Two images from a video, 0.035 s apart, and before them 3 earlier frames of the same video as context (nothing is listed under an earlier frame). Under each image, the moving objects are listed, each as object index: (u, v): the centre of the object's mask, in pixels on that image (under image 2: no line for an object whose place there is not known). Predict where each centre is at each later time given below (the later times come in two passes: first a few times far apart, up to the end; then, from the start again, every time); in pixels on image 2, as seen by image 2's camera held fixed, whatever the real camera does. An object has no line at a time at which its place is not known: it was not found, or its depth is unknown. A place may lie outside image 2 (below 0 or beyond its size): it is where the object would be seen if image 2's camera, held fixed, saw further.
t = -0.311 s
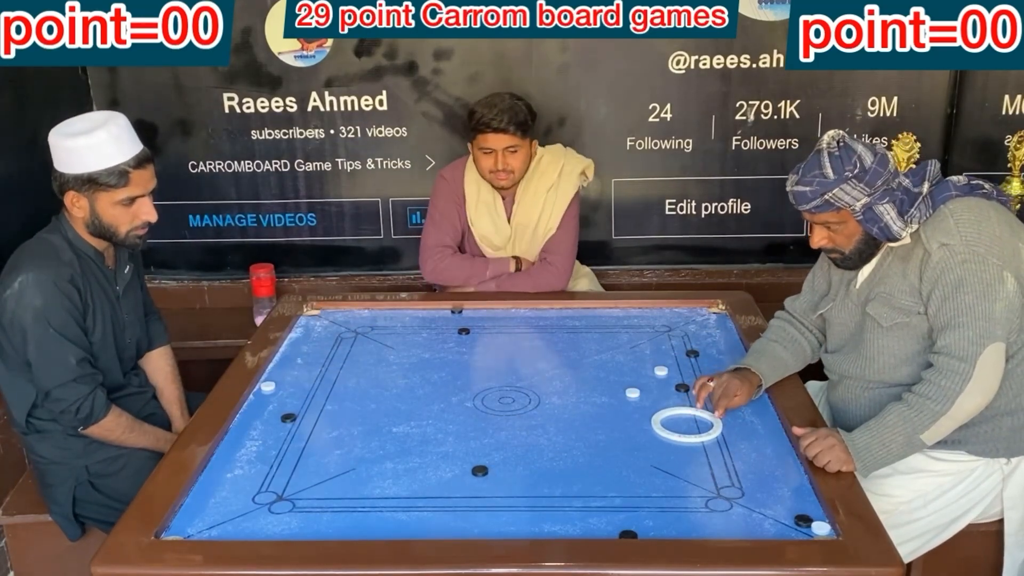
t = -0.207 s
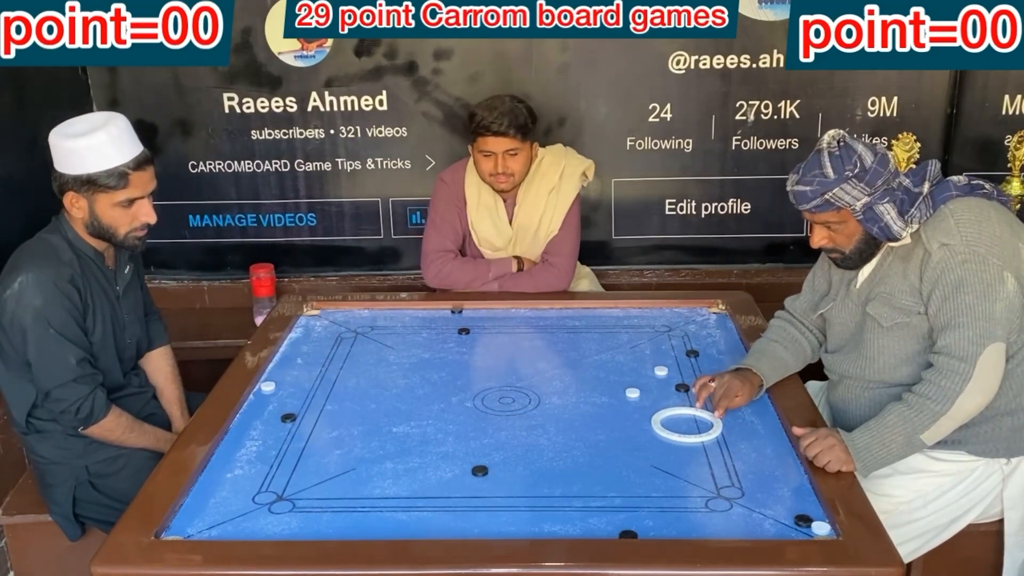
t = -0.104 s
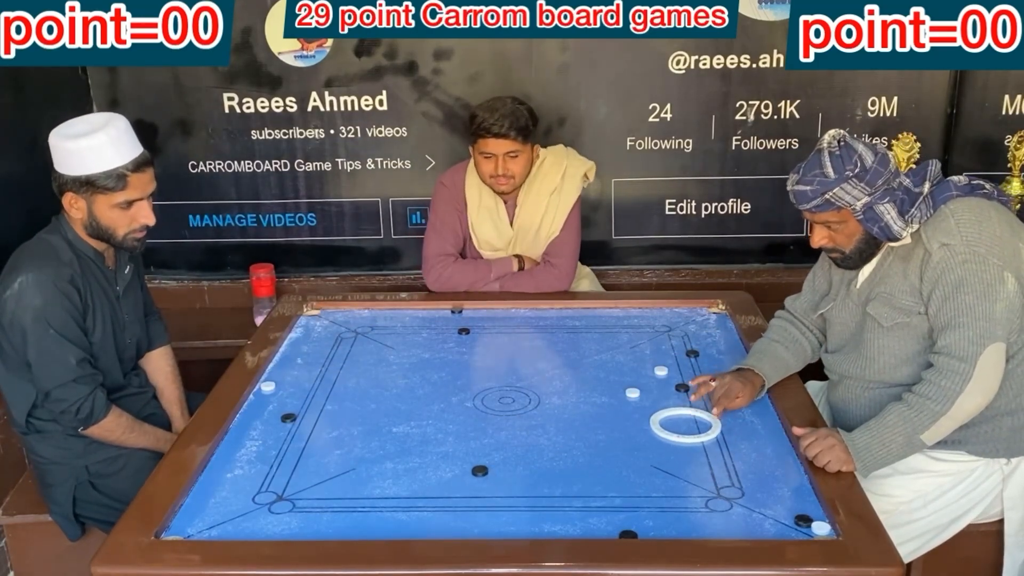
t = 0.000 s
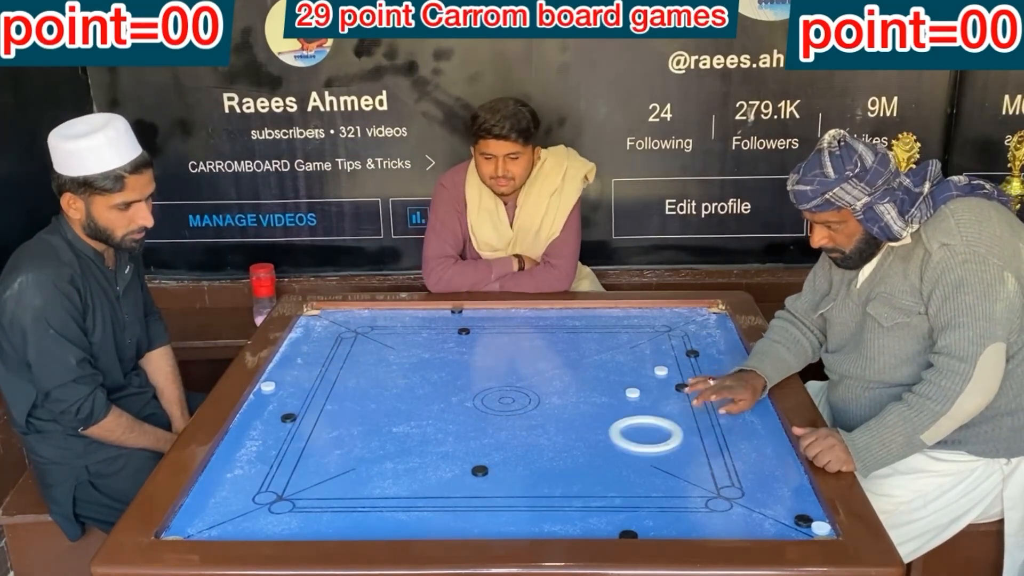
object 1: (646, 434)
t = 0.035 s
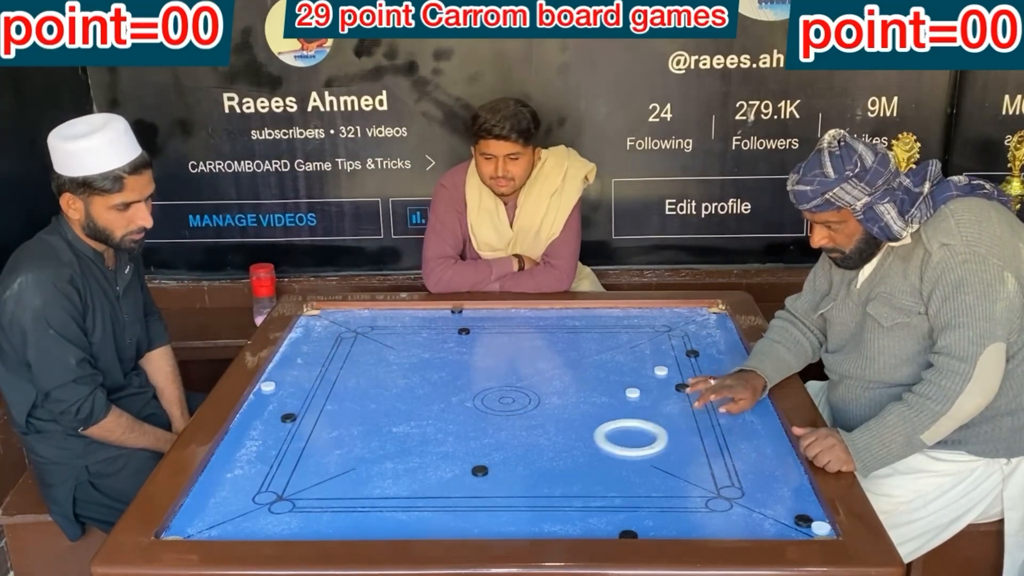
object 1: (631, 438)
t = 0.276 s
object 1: (522, 462)
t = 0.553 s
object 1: (414, 487)
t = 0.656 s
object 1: (372, 496)
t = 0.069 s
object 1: (616, 441)
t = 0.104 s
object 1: (600, 445)
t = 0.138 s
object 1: (585, 448)
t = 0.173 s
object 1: (569, 452)
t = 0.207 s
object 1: (553, 455)
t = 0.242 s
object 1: (537, 459)
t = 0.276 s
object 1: (522, 462)
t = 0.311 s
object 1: (508, 466)
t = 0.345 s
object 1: (495, 469)
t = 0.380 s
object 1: (482, 472)
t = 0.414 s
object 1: (468, 475)
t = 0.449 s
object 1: (454, 478)
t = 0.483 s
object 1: (441, 481)
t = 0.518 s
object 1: (427, 484)
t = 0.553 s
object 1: (414, 487)
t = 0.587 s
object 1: (400, 490)
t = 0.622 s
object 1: (386, 493)
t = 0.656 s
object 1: (372, 496)
